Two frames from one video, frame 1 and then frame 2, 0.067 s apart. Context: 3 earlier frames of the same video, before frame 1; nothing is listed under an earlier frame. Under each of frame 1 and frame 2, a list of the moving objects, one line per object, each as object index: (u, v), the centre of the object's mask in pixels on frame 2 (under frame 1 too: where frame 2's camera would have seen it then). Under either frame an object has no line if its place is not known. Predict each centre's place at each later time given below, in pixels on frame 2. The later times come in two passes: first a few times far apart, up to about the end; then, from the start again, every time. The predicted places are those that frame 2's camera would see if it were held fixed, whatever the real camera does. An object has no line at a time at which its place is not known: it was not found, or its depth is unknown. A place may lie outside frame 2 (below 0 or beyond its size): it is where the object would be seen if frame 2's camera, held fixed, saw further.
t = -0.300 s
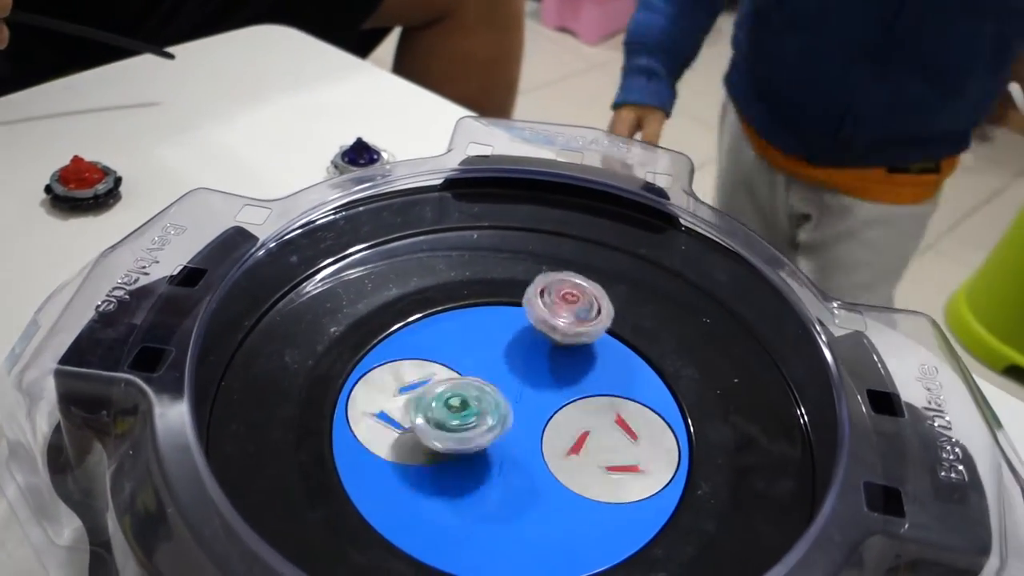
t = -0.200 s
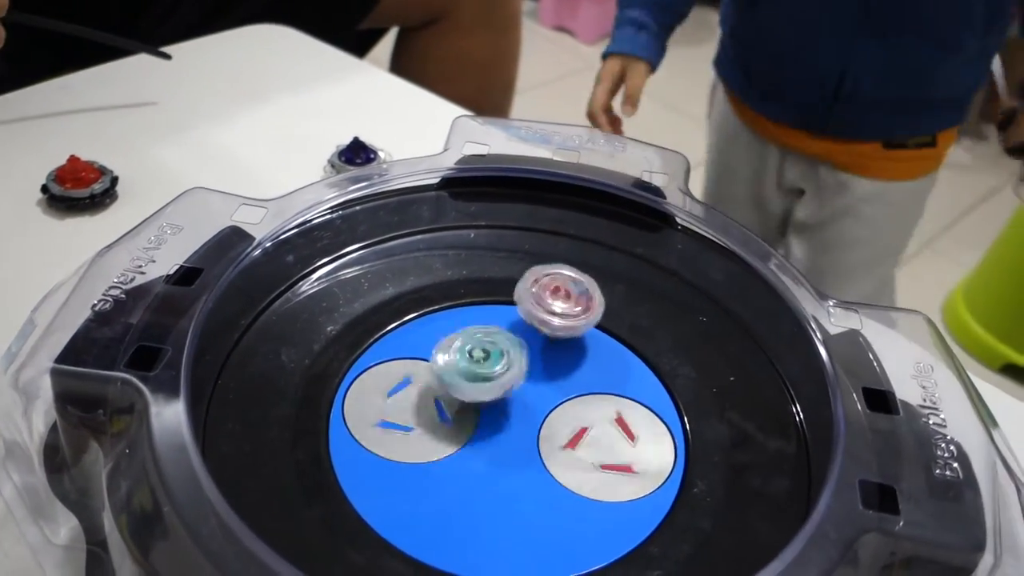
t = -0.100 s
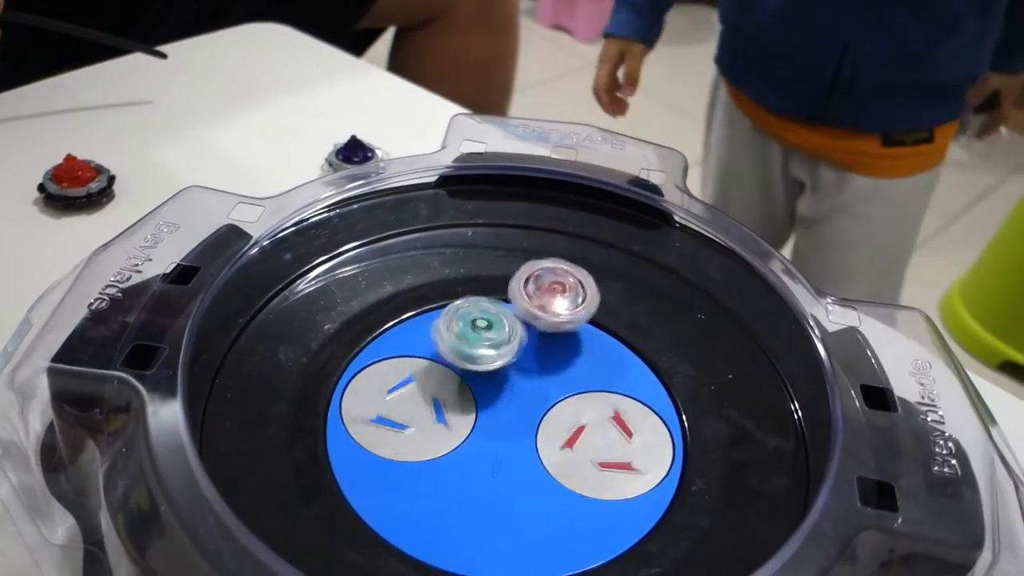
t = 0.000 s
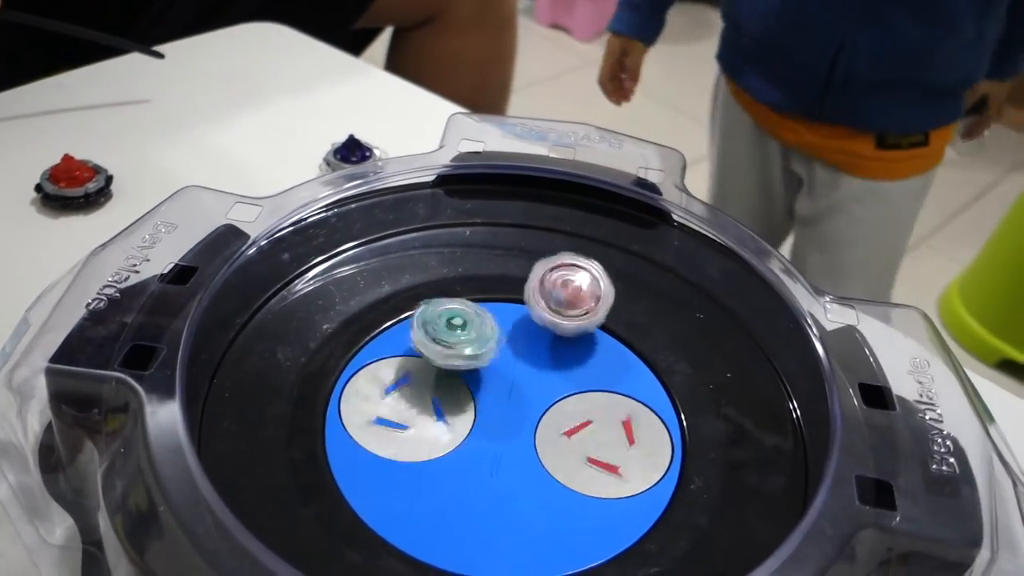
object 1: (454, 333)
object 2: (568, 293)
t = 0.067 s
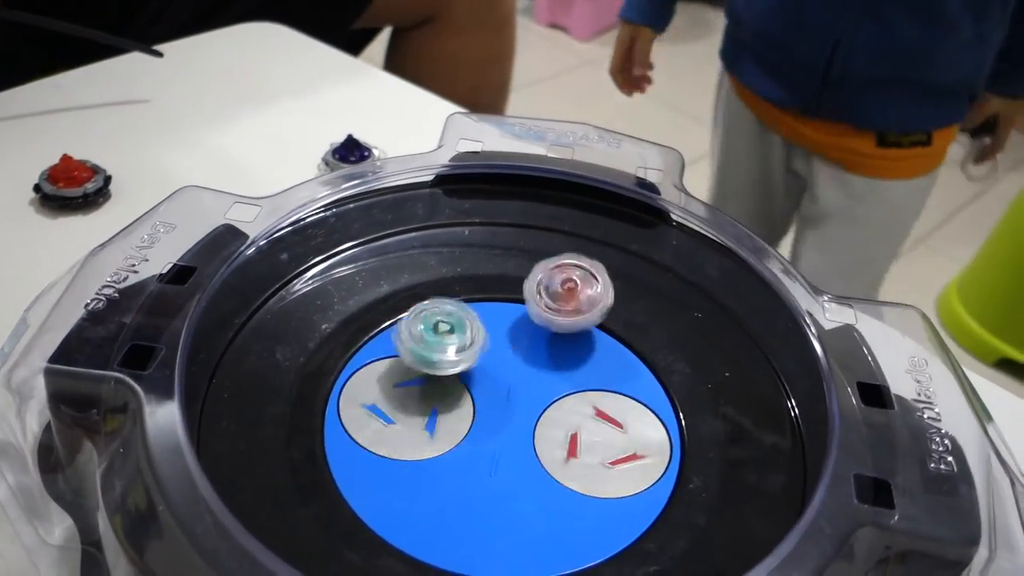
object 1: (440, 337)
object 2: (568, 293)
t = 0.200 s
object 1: (396, 328)
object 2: (570, 300)
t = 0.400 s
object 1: (343, 379)
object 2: (552, 312)
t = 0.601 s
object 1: (471, 388)
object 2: (523, 312)
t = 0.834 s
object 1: (353, 318)
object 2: (556, 290)
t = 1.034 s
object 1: (334, 315)
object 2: (574, 325)
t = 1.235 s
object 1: (350, 323)
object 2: (594, 365)
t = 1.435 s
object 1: (369, 357)
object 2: (603, 413)
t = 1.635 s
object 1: (347, 421)
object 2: (521, 393)
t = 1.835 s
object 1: (375, 443)
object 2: (462, 349)
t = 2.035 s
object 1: (389, 443)
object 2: (435, 315)
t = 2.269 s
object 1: (418, 450)
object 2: (445, 327)
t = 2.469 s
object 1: (431, 461)
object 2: (438, 355)
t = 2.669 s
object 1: (432, 463)
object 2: (420, 348)
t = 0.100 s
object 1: (433, 335)
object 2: (570, 294)
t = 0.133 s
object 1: (423, 331)
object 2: (571, 296)
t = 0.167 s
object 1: (411, 329)
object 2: (571, 298)
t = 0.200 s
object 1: (396, 328)
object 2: (570, 300)
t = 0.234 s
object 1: (381, 330)
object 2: (569, 302)
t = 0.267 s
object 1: (368, 334)
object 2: (567, 305)
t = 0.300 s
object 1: (356, 340)
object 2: (564, 307)
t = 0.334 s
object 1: (347, 350)
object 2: (561, 309)
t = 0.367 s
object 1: (345, 363)
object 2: (557, 311)
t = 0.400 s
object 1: (343, 379)
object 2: (552, 312)
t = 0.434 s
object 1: (351, 397)
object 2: (548, 313)
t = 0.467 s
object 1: (373, 412)
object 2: (542, 315)
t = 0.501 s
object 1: (400, 421)
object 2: (538, 315)
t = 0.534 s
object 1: (431, 417)
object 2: (532, 314)
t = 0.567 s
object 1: (455, 406)
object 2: (528, 314)
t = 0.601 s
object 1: (471, 388)
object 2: (523, 312)
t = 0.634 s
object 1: (470, 371)
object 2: (520, 310)
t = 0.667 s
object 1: (455, 358)
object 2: (522, 309)
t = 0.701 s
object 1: (434, 345)
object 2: (531, 303)
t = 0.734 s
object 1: (409, 334)
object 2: (540, 299)
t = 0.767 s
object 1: (387, 324)
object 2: (546, 293)
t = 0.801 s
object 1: (367, 320)
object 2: (552, 287)
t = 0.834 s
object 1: (353, 318)
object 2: (556, 290)
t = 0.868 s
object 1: (343, 318)
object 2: (557, 297)
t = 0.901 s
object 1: (338, 317)
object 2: (559, 302)
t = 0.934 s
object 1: (335, 316)
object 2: (561, 307)
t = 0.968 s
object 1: (335, 316)
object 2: (564, 313)
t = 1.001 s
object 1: (334, 315)
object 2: (569, 319)
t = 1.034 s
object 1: (334, 315)
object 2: (574, 325)
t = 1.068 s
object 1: (337, 315)
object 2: (580, 331)
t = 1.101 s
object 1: (337, 316)
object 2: (584, 336)
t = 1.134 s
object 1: (341, 317)
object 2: (589, 342)
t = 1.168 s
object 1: (343, 318)
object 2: (591, 349)
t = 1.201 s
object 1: (347, 320)
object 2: (594, 356)
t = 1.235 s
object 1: (350, 323)
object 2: (594, 365)
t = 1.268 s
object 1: (355, 327)
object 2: (597, 372)
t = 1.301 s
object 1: (360, 333)
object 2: (600, 380)
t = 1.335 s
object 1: (367, 339)
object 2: (606, 389)
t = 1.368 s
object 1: (370, 345)
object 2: (609, 397)
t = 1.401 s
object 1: (371, 351)
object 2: (610, 406)
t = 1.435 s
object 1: (369, 357)
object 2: (603, 413)
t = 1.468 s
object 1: (366, 366)
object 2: (594, 417)
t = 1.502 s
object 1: (355, 375)
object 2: (583, 419)
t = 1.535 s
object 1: (344, 389)
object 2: (570, 417)
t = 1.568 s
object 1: (337, 402)
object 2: (552, 413)
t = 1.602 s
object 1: (342, 411)
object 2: (535, 404)
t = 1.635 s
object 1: (347, 421)
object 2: (521, 393)
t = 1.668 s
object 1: (353, 428)
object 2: (510, 388)
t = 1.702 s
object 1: (359, 434)
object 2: (498, 383)
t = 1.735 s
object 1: (365, 439)
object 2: (486, 377)
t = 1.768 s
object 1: (369, 442)
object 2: (476, 370)
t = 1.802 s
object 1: (372, 443)
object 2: (470, 361)
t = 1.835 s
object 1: (375, 443)
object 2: (462, 349)
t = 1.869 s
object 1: (376, 444)
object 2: (453, 336)
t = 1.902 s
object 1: (377, 444)
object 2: (440, 326)
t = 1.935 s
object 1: (378, 443)
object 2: (432, 319)
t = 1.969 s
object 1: (383, 442)
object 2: (431, 315)
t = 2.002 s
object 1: (384, 443)
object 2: (433, 314)
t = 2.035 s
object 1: (389, 443)
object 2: (435, 315)
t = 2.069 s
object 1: (392, 443)
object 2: (436, 316)
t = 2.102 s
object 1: (398, 442)
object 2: (435, 317)
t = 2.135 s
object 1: (400, 444)
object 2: (436, 316)
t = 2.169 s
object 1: (405, 444)
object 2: (438, 318)
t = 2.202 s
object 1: (410, 447)
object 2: (439, 320)
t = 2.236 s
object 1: (415, 447)
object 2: (443, 323)
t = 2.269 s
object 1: (418, 450)
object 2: (445, 327)
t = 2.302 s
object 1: (422, 452)
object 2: (448, 332)
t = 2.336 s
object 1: (425, 454)
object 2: (448, 337)
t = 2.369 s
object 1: (428, 455)
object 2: (450, 343)
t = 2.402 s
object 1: (429, 457)
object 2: (447, 349)
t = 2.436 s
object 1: (431, 459)
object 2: (443, 351)
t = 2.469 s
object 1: (431, 461)
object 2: (438, 355)
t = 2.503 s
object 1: (432, 462)
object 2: (433, 356)
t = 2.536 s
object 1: (431, 462)
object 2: (429, 357)
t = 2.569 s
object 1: (432, 463)
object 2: (427, 357)
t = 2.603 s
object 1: (432, 463)
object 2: (426, 356)
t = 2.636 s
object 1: (432, 463)
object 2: (425, 355)
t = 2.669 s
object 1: (432, 463)
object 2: (420, 348)
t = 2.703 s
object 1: (433, 462)
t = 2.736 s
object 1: (434, 462)
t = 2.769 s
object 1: (435, 461)
